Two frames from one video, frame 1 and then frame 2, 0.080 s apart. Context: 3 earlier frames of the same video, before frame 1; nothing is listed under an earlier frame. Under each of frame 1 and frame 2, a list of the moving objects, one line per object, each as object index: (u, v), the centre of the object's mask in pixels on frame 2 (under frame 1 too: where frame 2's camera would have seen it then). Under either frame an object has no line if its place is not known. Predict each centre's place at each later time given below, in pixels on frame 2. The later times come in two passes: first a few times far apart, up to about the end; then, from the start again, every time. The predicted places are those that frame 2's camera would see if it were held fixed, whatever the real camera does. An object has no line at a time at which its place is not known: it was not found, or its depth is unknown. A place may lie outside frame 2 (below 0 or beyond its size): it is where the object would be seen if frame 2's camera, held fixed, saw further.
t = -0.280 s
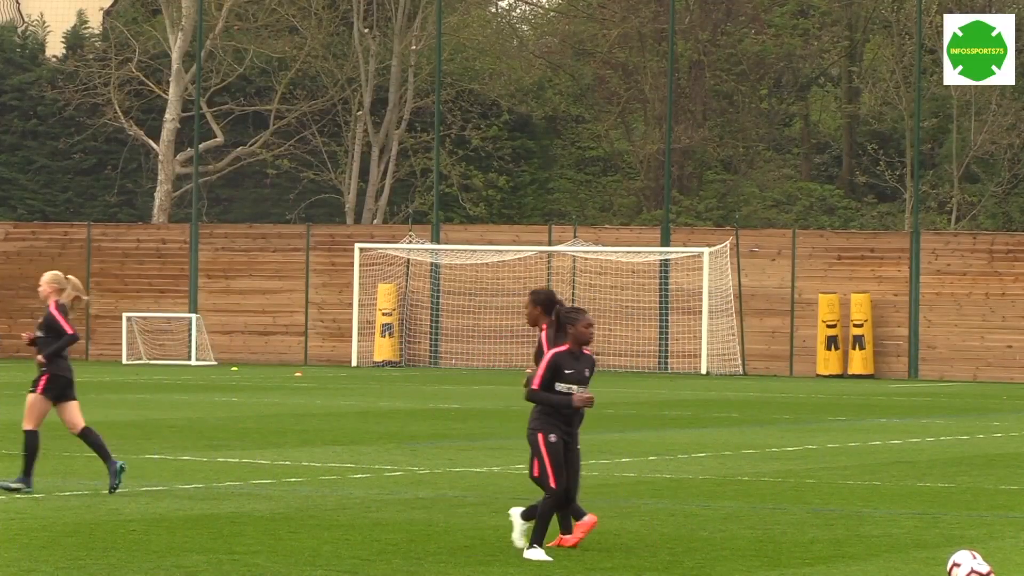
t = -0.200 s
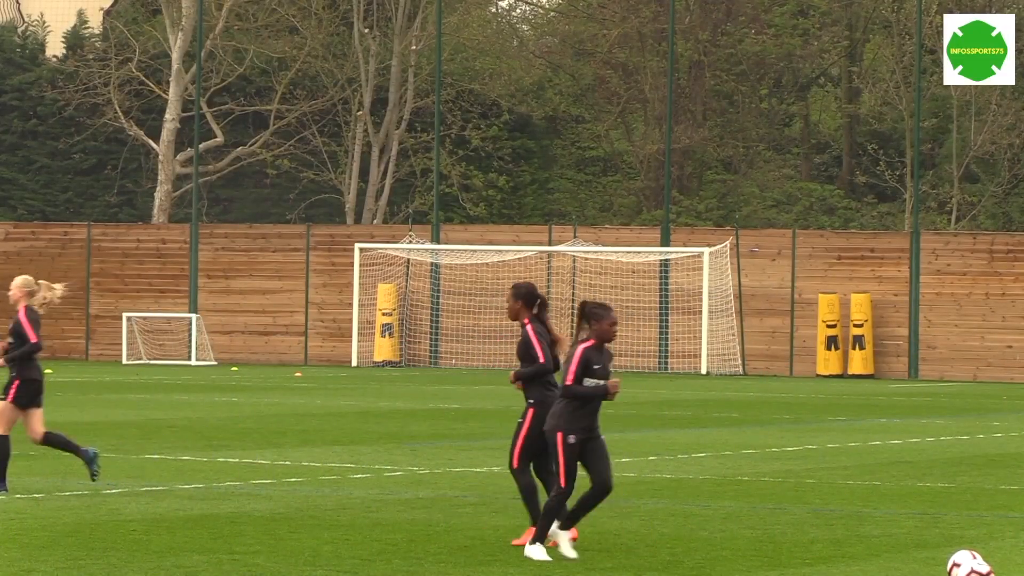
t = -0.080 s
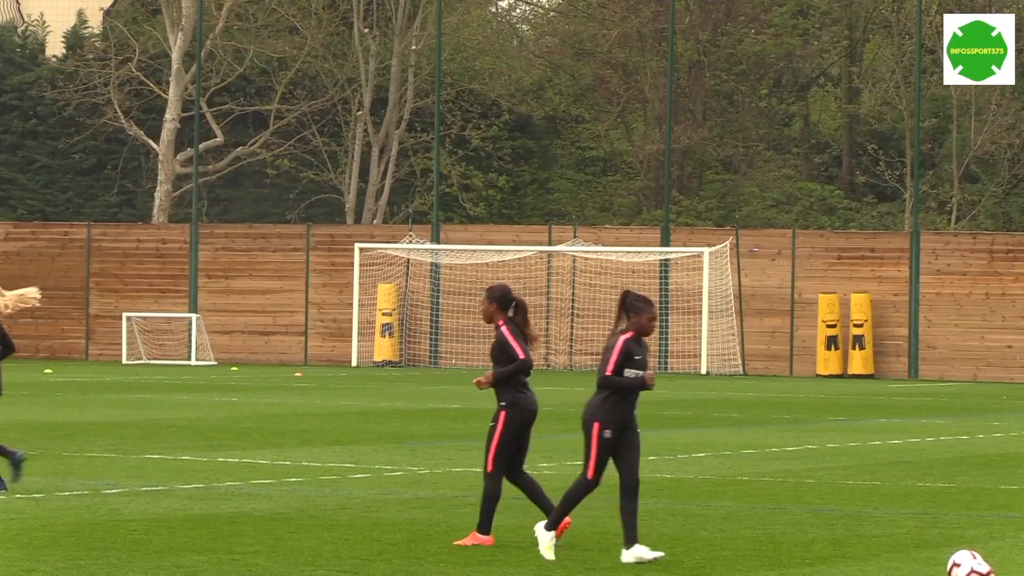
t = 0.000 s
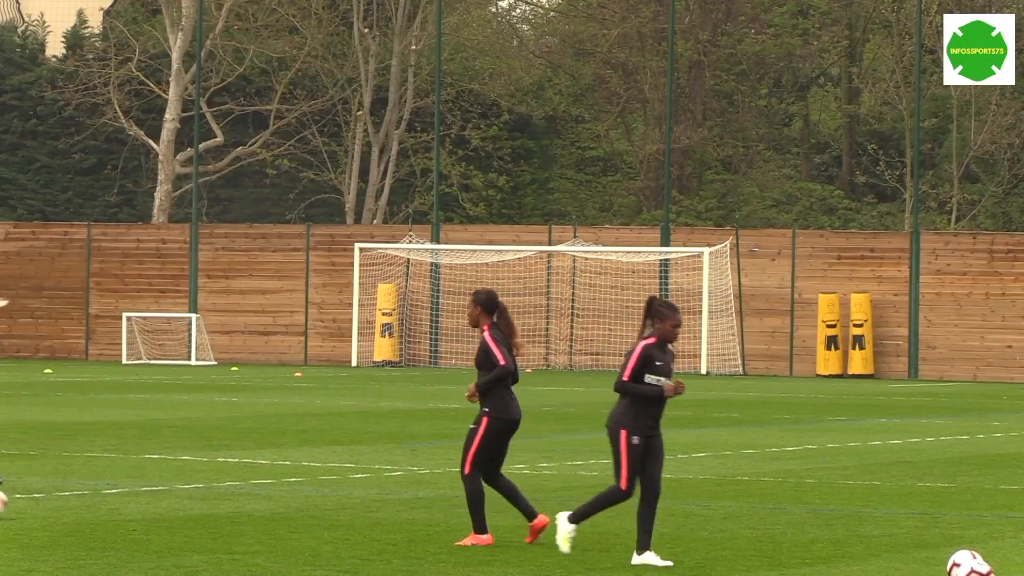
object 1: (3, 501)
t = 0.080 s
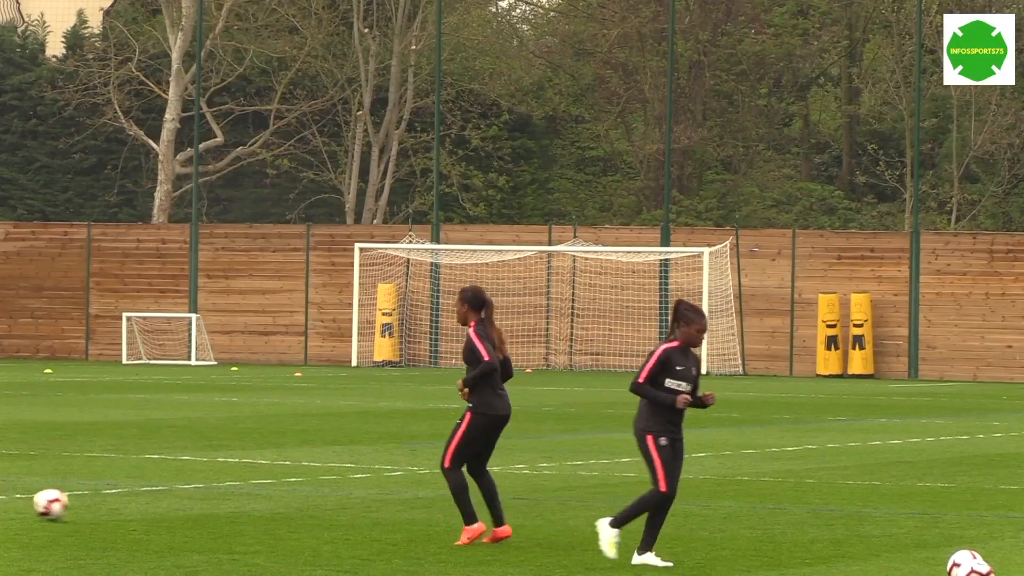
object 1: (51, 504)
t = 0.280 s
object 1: (192, 510)
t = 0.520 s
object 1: (330, 517)
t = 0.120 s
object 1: (80, 503)
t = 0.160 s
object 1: (110, 505)
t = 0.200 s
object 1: (139, 509)
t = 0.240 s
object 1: (167, 511)
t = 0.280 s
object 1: (192, 510)
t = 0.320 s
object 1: (217, 510)
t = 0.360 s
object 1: (242, 512)
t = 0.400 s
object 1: (267, 515)
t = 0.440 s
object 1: (289, 515)
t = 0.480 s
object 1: (309, 515)
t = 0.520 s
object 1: (330, 517)
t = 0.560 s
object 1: (350, 518)
